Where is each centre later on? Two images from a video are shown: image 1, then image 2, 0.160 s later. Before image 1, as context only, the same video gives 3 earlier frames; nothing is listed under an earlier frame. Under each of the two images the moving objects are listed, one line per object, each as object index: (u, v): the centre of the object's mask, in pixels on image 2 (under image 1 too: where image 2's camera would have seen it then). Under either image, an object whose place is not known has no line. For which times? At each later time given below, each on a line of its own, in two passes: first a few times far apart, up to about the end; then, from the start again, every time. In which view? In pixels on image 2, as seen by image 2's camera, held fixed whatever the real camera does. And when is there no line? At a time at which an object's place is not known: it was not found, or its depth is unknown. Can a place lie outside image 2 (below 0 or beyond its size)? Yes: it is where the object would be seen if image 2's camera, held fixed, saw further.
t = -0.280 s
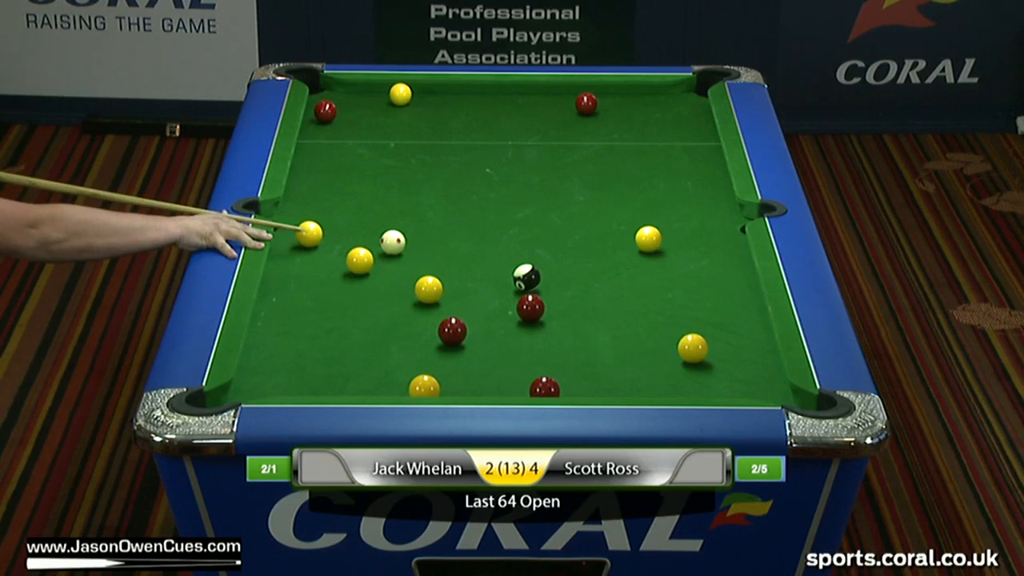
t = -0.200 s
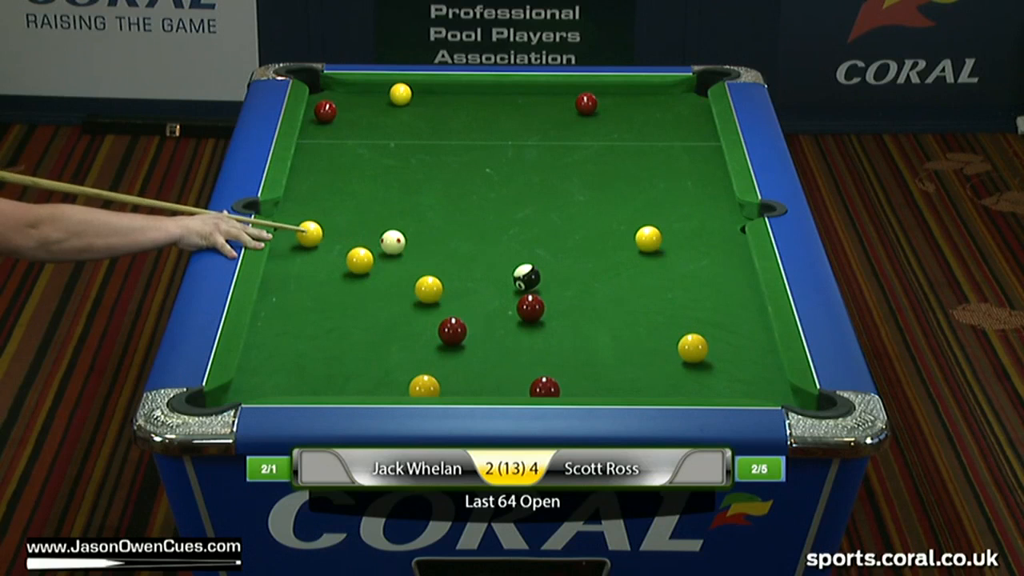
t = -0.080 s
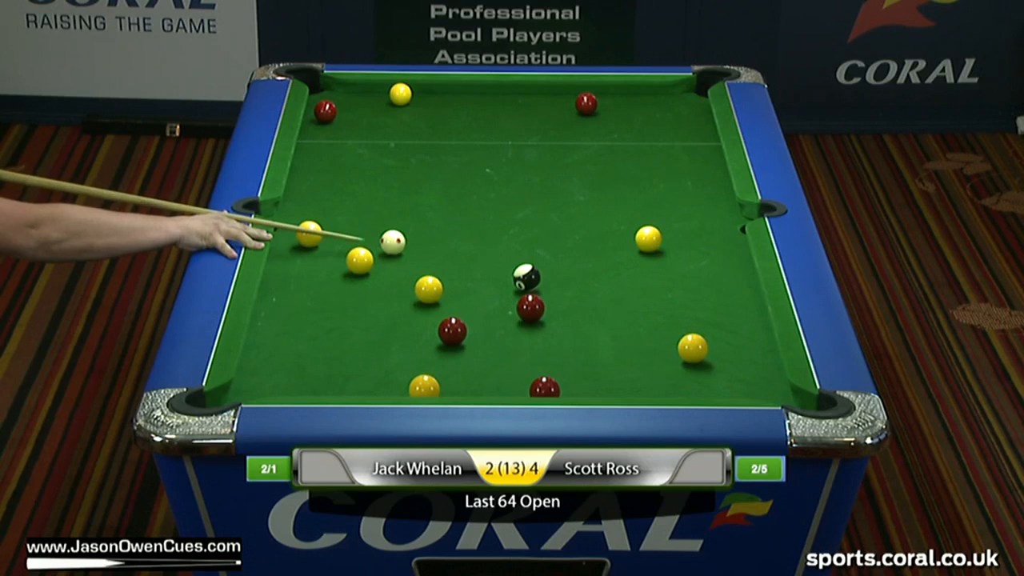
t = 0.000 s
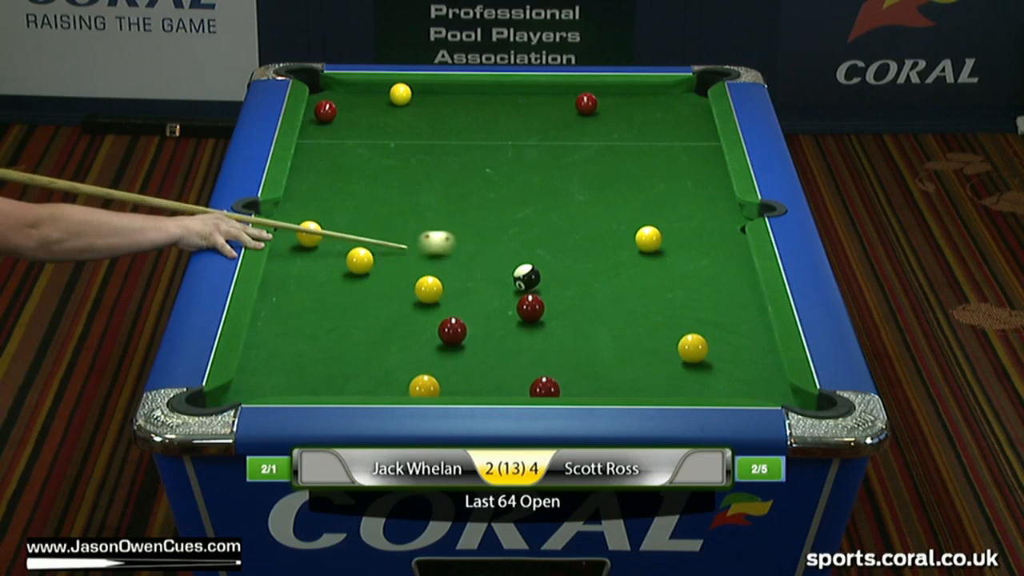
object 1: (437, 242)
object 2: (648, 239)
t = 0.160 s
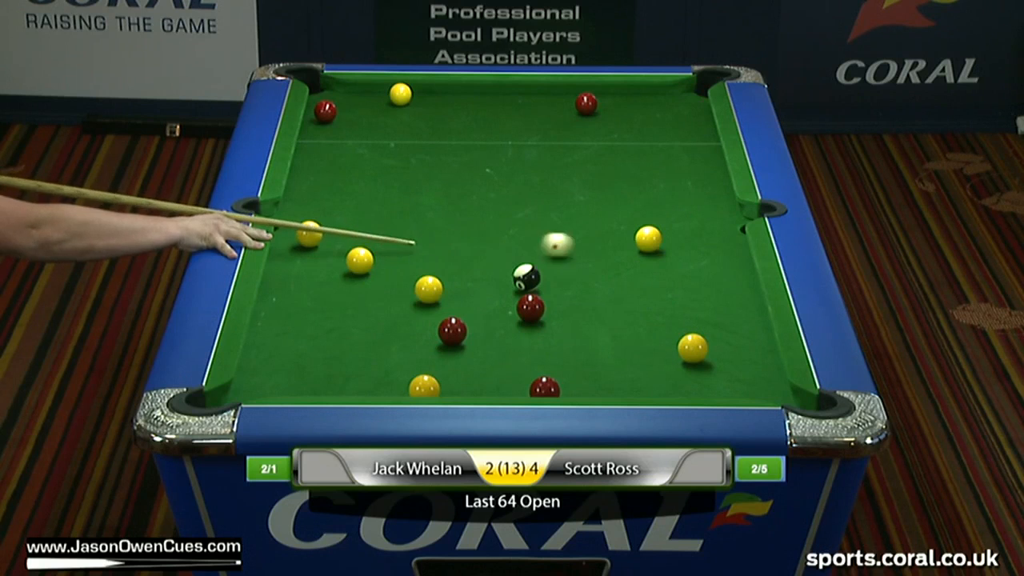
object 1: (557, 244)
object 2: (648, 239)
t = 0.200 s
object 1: (582, 245)
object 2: (648, 239)
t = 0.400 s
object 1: (652, 253)
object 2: (672, 233)
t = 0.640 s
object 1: (705, 266)
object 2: (714, 223)
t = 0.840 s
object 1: (742, 277)
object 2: (745, 216)
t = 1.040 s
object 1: (723, 283)
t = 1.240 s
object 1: (707, 288)
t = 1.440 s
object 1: (692, 293)
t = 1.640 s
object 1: (678, 298)
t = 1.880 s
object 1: (663, 303)
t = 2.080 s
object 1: (652, 307)
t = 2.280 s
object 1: (643, 310)
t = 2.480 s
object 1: (634, 313)
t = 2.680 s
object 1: (627, 315)
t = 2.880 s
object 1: (622, 317)
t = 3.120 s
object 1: (617, 319)
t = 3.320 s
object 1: (614, 320)
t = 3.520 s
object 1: (613, 321)
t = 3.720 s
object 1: (614, 321)
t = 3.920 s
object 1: (614, 321)
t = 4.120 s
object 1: (614, 321)
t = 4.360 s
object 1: (614, 321)
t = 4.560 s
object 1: (614, 320)
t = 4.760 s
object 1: (614, 320)
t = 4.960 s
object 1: (614, 321)
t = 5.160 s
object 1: (614, 321)
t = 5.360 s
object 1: (614, 321)
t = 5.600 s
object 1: (614, 321)
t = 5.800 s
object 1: (614, 321)
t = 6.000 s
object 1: (614, 321)
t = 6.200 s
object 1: (614, 321)
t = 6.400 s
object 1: (614, 321)
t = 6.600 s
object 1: (614, 321)
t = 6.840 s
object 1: (614, 321)
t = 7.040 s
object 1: (614, 321)
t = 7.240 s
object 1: (614, 321)
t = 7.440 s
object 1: (614, 321)
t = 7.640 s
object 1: (614, 321)
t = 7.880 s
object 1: (614, 321)
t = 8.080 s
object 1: (614, 321)
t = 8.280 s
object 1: (614, 321)
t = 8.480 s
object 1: (614, 321)
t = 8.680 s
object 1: (614, 321)
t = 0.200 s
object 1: (582, 245)
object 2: (648, 239)
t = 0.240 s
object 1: (604, 245)
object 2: (648, 239)
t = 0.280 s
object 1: (625, 245)
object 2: (649, 238)
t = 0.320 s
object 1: (634, 248)
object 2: (657, 236)
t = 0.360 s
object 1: (643, 250)
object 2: (665, 234)
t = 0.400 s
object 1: (652, 253)
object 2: (672, 233)
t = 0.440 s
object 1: (661, 255)
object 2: (679, 231)
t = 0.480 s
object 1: (670, 257)
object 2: (687, 229)
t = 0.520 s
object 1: (679, 259)
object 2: (694, 228)
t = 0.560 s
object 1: (687, 262)
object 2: (700, 226)
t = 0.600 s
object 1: (697, 264)
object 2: (707, 224)
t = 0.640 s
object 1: (705, 266)
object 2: (714, 223)
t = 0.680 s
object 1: (714, 268)
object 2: (720, 221)
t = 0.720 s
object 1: (723, 271)
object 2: (727, 219)
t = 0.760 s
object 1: (732, 273)
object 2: (734, 218)
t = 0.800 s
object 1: (741, 275)
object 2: (740, 216)
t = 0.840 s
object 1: (742, 277)
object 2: (745, 216)
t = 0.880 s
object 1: (738, 278)
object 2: (751, 218)
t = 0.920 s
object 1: (734, 279)
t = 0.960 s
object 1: (730, 280)
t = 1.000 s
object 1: (727, 282)
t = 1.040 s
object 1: (723, 283)
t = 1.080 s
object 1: (720, 284)
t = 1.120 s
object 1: (717, 285)
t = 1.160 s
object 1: (713, 286)
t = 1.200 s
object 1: (710, 287)
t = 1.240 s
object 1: (707, 288)
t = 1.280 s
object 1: (704, 289)
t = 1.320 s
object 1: (701, 291)
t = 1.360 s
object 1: (697, 291)
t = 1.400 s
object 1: (695, 292)
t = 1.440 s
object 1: (692, 293)
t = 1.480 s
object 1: (689, 294)
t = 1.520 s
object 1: (686, 295)
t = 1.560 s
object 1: (683, 296)
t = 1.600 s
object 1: (680, 297)
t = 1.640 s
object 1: (678, 298)
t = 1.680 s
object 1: (675, 299)
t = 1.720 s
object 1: (673, 300)
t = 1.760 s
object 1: (670, 301)
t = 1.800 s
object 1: (668, 301)
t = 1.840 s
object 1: (665, 302)
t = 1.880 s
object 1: (663, 303)
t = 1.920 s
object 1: (661, 304)
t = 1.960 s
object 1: (659, 305)
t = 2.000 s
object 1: (656, 305)
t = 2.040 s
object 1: (654, 306)
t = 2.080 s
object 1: (652, 307)
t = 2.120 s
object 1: (650, 307)
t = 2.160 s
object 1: (648, 308)
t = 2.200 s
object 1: (646, 309)
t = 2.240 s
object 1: (644, 309)
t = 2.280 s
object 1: (643, 310)
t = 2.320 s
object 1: (641, 310)
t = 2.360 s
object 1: (639, 311)
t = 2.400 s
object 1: (637, 312)
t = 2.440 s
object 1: (636, 312)
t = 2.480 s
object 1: (634, 313)
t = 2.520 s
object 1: (633, 313)
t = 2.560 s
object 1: (631, 314)
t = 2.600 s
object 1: (630, 314)
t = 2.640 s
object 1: (628, 315)
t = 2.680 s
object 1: (627, 315)
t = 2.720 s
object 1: (626, 316)
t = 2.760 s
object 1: (625, 316)
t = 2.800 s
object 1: (624, 316)
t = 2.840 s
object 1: (623, 317)
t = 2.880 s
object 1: (622, 317)
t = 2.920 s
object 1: (621, 318)
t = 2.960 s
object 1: (620, 318)
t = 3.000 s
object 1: (619, 318)
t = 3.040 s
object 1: (619, 319)
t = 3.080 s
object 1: (618, 319)
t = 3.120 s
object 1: (617, 319)
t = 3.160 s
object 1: (616, 319)
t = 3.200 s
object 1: (616, 320)
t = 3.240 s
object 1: (615, 320)
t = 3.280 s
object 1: (615, 320)
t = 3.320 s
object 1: (614, 320)
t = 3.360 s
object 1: (614, 320)
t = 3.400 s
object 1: (614, 320)
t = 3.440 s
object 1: (613, 320)
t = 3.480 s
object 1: (613, 321)
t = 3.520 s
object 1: (613, 321)
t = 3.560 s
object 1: (613, 321)
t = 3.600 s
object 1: (613, 321)
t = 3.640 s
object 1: (613, 321)
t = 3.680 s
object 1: (613, 321)
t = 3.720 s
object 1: (614, 321)
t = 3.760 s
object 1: (614, 321)
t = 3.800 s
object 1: (614, 321)
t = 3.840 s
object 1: (614, 321)
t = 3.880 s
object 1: (614, 321)
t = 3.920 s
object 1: (614, 321)
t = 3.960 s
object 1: (614, 321)
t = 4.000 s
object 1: (614, 321)
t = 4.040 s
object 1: (614, 321)
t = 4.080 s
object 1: (614, 321)
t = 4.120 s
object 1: (614, 321)
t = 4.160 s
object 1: (614, 321)
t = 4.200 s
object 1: (614, 321)
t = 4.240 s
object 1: (614, 321)
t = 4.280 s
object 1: (614, 321)
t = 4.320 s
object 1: (614, 321)
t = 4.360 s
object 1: (614, 321)
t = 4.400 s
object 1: (614, 320)
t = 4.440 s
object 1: (614, 320)
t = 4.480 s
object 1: (614, 320)
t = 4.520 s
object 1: (614, 320)
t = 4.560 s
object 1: (614, 320)
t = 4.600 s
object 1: (614, 320)
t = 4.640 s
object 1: (614, 320)
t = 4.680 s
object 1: (614, 320)
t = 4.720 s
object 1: (614, 320)
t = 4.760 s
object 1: (614, 320)
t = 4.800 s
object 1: (614, 320)
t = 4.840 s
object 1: (614, 320)
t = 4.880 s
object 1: (614, 320)
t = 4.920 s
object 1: (614, 320)
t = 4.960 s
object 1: (614, 321)
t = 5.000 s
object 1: (614, 320)
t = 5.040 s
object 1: (614, 321)
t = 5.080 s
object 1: (614, 321)
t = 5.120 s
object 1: (614, 321)
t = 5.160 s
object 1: (614, 321)
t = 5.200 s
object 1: (614, 321)
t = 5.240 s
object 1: (614, 321)
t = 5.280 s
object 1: (614, 321)
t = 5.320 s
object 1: (614, 321)
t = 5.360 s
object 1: (614, 321)
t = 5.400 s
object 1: (614, 321)
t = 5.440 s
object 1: (614, 321)
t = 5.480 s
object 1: (614, 321)
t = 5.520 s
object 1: (614, 321)
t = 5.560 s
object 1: (614, 321)
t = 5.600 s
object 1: (614, 321)
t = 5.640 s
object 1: (614, 321)
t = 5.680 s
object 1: (614, 321)
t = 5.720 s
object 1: (614, 321)
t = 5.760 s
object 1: (614, 321)
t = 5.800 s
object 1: (614, 321)
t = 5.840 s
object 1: (614, 321)
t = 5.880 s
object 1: (614, 321)
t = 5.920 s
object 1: (614, 321)
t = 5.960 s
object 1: (614, 321)
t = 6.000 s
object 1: (614, 321)
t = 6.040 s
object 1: (614, 321)
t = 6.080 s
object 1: (614, 321)
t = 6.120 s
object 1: (614, 321)
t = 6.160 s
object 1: (614, 321)
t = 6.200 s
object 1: (614, 321)
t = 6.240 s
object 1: (614, 321)
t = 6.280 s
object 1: (614, 321)
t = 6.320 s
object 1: (614, 321)
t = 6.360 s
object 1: (614, 321)
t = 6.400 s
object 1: (614, 321)
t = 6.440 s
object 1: (614, 321)
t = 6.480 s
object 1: (614, 321)
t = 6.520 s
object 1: (614, 321)
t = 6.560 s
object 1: (614, 321)
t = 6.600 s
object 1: (614, 321)
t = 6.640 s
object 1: (614, 321)
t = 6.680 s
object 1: (614, 321)
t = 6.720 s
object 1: (614, 321)
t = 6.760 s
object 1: (614, 321)
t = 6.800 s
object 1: (614, 321)
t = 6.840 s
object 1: (614, 321)
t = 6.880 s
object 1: (614, 321)
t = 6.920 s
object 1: (614, 321)
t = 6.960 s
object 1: (614, 321)
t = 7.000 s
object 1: (614, 321)
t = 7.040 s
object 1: (614, 321)
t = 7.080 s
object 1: (614, 321)
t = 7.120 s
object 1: (614, 321)
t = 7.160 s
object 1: (614, 321)
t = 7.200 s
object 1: (614, 321)
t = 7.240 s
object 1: (614, 321)
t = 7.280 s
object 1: (614, 321)
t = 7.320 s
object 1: (614, 321)
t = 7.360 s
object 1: (614, 321)
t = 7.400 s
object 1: (614, 321)
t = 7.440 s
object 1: (614, 321)
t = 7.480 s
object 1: (614, 321)
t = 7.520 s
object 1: (614, 321)
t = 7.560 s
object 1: (614, 321)
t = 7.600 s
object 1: (614, 321)
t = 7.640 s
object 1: (614, 321)
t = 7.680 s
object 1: (614, 321)
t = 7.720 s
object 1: (614, 321)
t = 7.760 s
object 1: (614, 321)
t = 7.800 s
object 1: (614, 321)
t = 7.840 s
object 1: (614, 321)
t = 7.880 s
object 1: (614, 321)
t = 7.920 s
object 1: (614, 321)
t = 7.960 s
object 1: (614, 321)
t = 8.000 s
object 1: (614, 321)
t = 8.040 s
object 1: (614, 321)
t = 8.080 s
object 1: (614, 321)
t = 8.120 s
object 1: (614, 321)
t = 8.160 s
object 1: (614, 321)
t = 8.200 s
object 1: (614, 321)
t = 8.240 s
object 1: (614, 321)
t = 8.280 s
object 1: (614, 321)
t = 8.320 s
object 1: (614, 321)
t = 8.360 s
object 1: (614, 321)
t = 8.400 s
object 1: (614, 321)
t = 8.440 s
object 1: (614, 321)
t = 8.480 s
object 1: (614, 321)
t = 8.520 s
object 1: (614, 321)
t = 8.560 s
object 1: (614, 321)
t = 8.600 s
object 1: (614, 321)
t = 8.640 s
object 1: (614, 321)
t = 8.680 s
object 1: (614, 321)
